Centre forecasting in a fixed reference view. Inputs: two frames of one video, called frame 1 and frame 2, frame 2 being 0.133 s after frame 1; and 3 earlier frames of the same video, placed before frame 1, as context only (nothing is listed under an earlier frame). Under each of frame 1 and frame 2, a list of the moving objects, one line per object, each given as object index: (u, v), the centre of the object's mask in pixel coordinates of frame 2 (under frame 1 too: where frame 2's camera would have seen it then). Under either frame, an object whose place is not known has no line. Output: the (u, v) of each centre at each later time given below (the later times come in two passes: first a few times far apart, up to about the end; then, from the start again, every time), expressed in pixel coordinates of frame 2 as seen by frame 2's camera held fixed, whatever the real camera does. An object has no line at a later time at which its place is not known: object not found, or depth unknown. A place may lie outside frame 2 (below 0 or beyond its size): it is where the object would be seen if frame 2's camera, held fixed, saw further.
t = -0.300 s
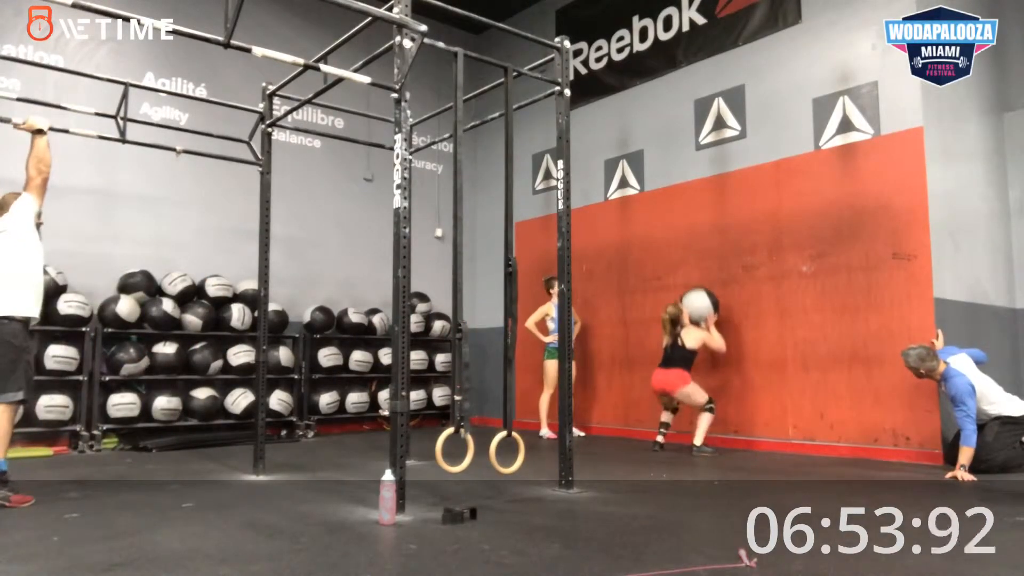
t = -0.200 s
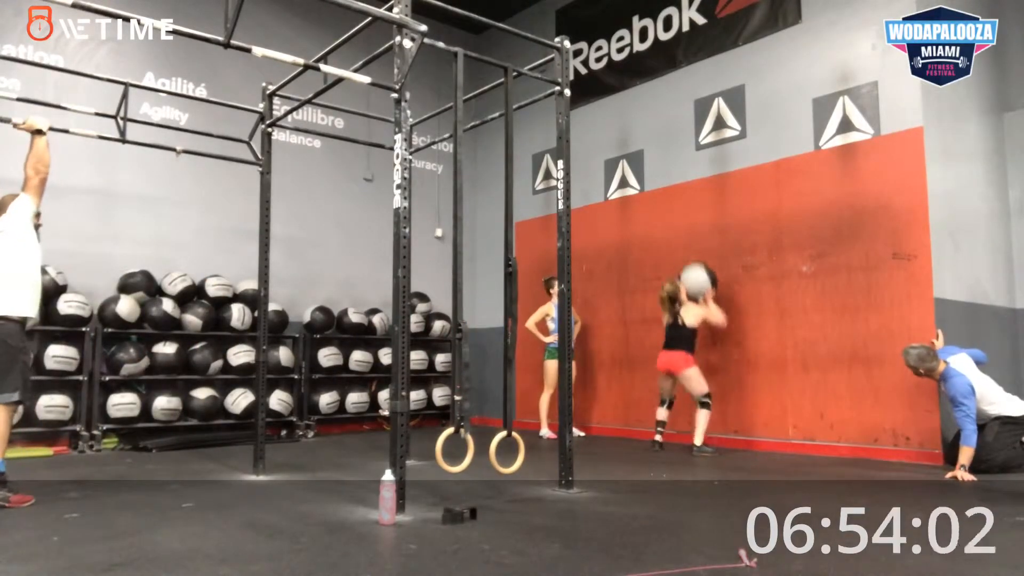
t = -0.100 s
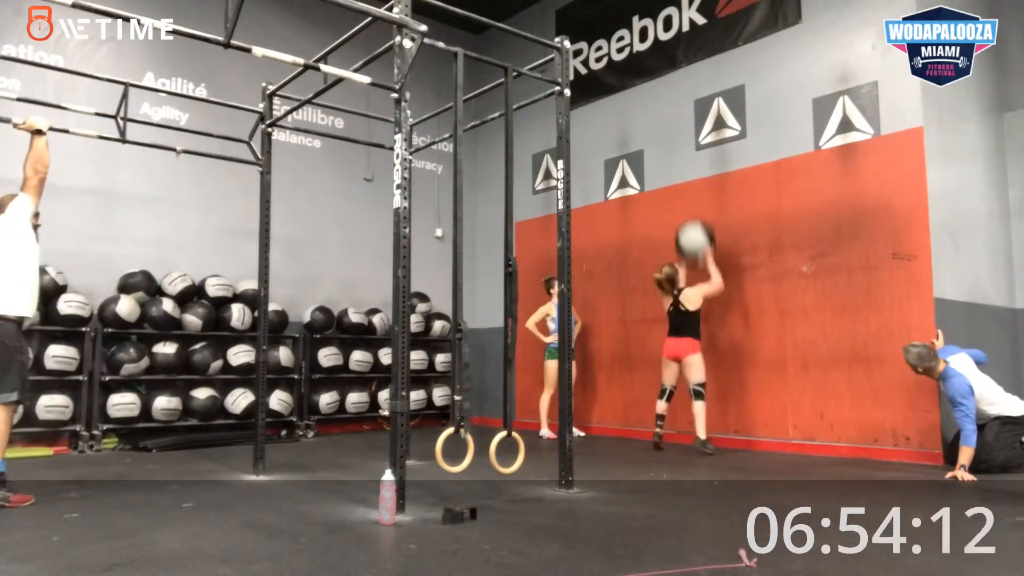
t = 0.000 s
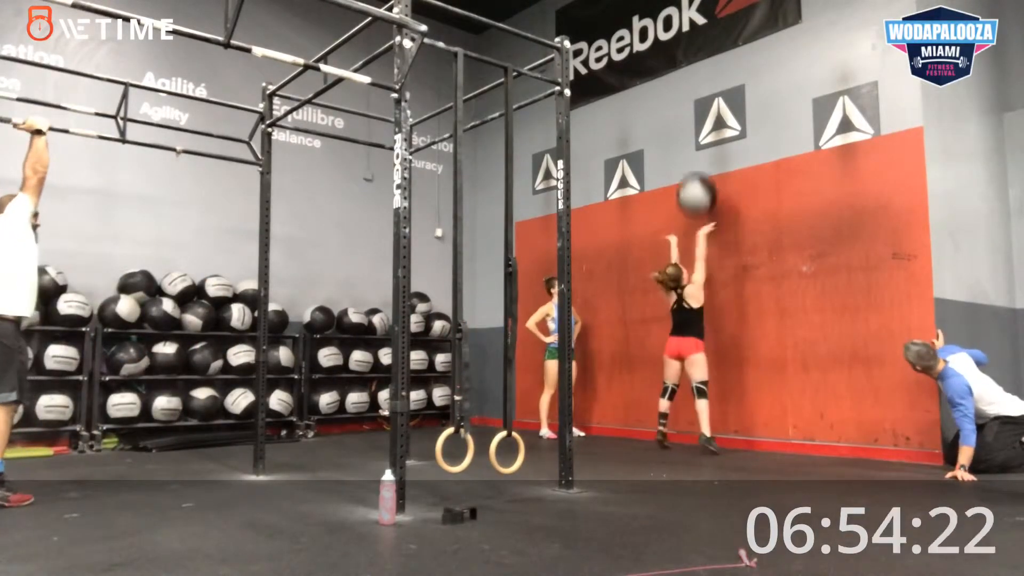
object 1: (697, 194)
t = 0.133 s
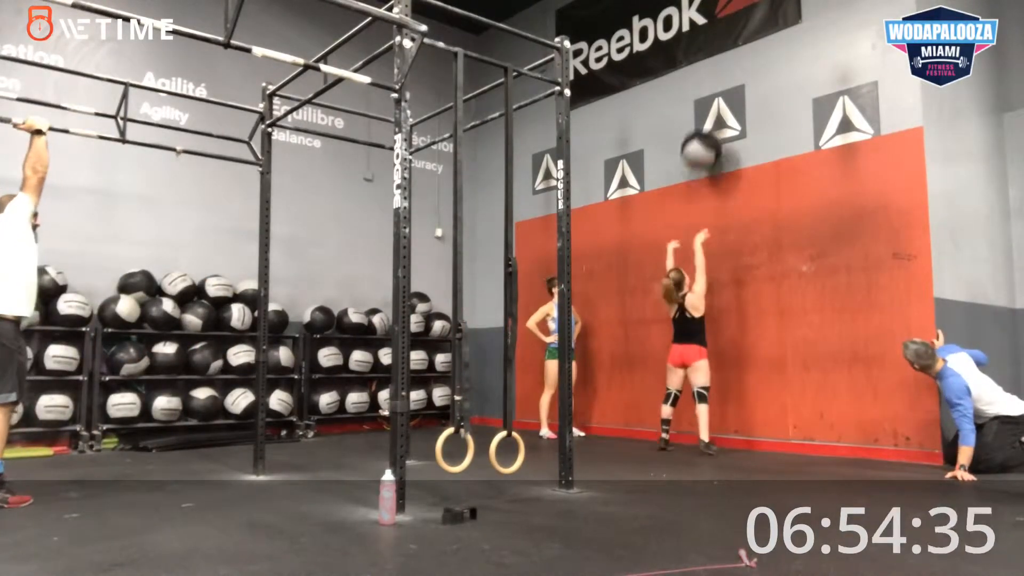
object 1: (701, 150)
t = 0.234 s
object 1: (704, 129)
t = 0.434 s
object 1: (710, 119)
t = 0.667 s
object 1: (705, 154)
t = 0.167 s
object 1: (702, 142)
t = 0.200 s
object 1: (703, 134)
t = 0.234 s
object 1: (704, 129)
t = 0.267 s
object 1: (706, 125)
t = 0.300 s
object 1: (707, 121)
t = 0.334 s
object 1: (709, 119)
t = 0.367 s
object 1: (710, 119)
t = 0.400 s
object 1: (710, 119)
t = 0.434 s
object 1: (710, 119)
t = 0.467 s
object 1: (709, 121)
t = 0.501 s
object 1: (708, 123)
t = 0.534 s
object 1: (707, 128)
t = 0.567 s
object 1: (707, 133)
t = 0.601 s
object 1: (707, 138)
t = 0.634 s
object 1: (706, 147)
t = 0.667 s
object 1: (705, 154)
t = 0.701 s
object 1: (704, 163)
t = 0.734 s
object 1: (704, 174)
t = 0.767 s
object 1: (703, 185)
